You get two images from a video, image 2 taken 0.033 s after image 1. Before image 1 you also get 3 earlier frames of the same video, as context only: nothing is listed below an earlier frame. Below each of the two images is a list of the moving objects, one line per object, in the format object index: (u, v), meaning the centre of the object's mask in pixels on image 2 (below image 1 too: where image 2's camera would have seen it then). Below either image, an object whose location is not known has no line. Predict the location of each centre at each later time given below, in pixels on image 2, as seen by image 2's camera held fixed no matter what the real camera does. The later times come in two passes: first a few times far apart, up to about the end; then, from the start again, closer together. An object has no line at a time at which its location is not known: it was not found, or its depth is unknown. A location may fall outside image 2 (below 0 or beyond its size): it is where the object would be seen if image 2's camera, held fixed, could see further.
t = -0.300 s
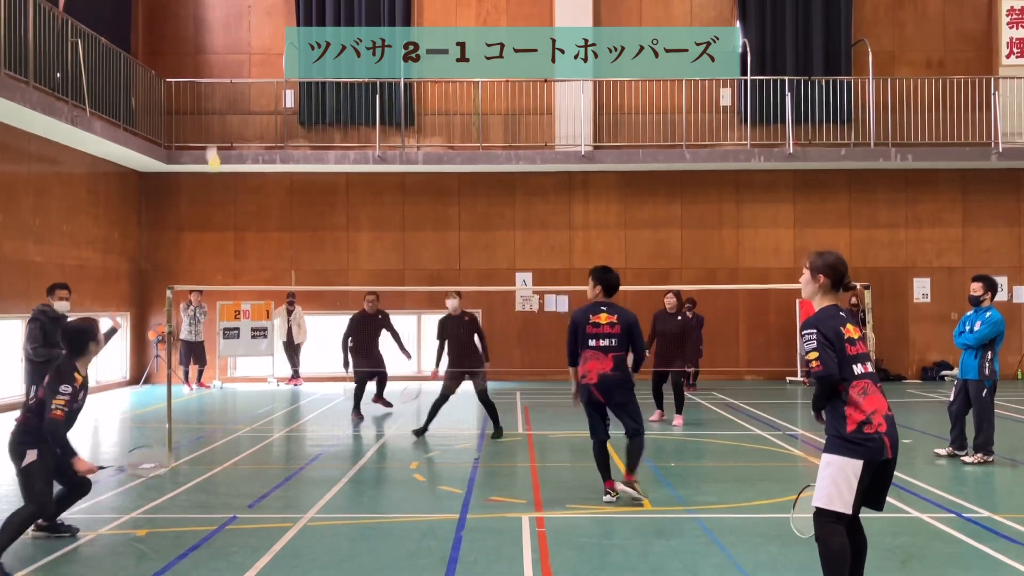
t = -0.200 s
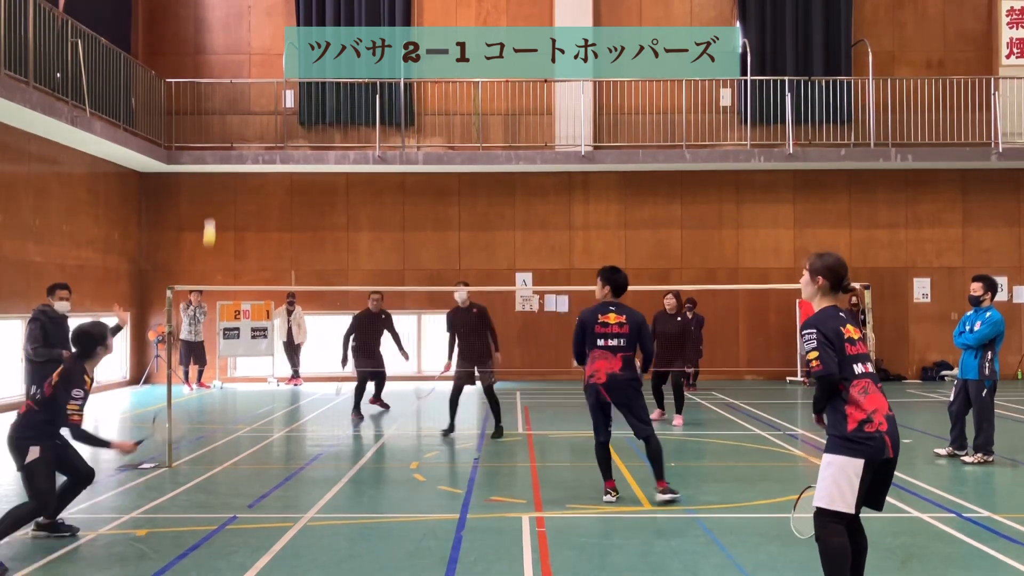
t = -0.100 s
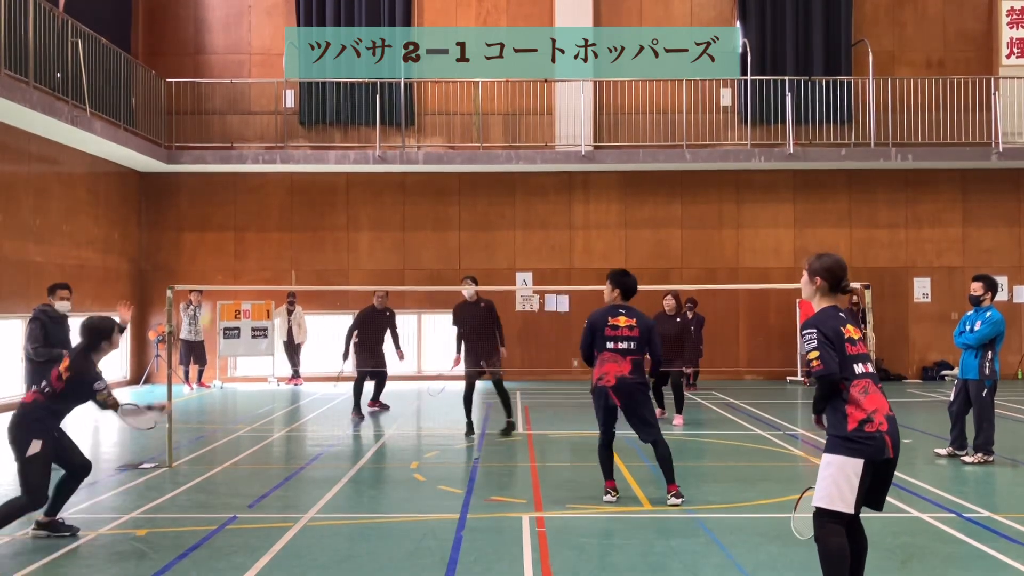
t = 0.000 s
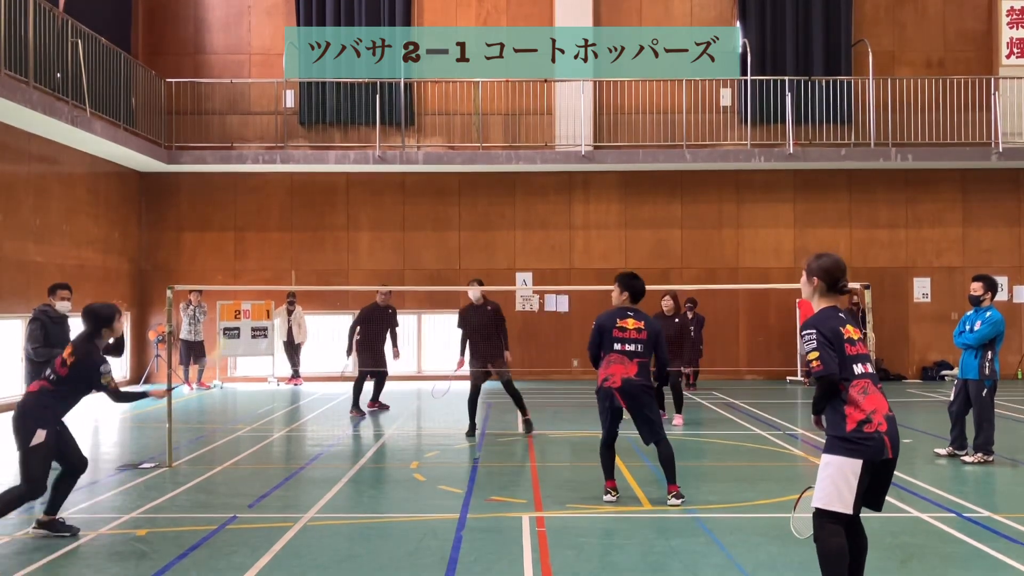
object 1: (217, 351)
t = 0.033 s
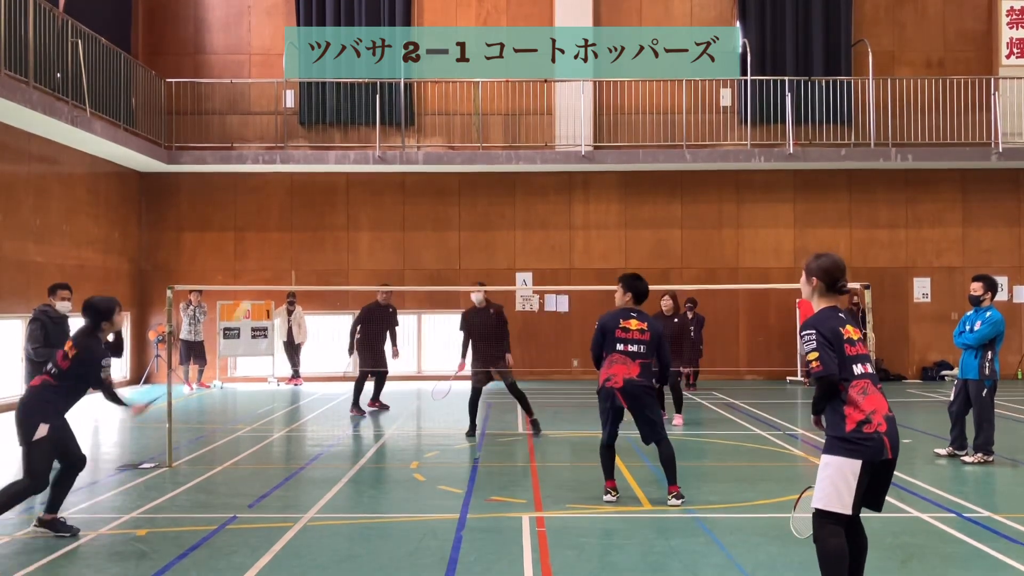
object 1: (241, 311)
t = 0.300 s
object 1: (325, 200)
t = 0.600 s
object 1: (361, 222)
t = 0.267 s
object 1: (320, 204)
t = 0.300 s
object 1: (325, 200)
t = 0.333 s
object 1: (329, 197)
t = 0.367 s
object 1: (333, 196)
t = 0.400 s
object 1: (338, 196)
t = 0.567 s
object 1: (358, 215)
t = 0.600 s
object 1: (361, 222)
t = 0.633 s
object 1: (364, 229)
